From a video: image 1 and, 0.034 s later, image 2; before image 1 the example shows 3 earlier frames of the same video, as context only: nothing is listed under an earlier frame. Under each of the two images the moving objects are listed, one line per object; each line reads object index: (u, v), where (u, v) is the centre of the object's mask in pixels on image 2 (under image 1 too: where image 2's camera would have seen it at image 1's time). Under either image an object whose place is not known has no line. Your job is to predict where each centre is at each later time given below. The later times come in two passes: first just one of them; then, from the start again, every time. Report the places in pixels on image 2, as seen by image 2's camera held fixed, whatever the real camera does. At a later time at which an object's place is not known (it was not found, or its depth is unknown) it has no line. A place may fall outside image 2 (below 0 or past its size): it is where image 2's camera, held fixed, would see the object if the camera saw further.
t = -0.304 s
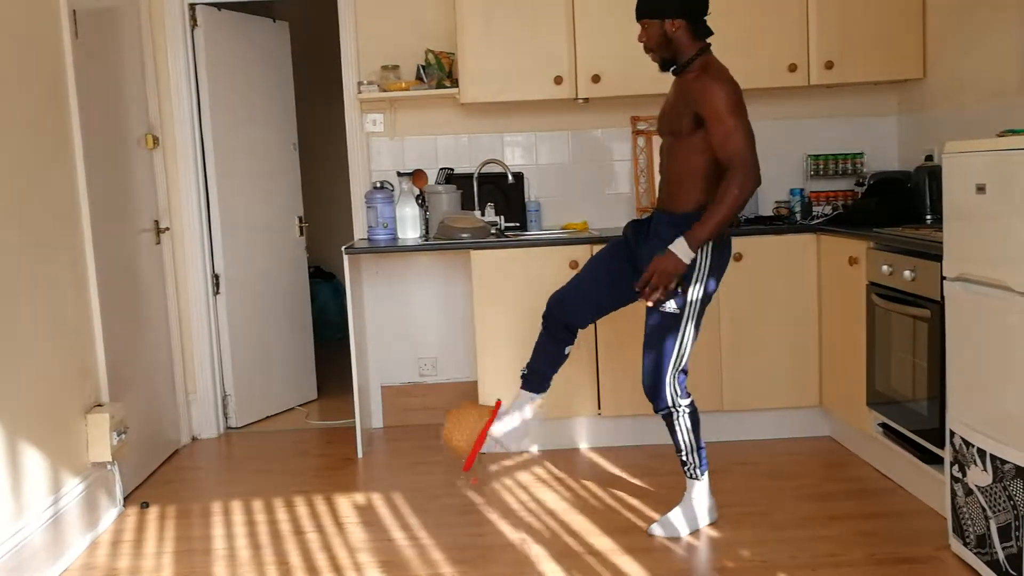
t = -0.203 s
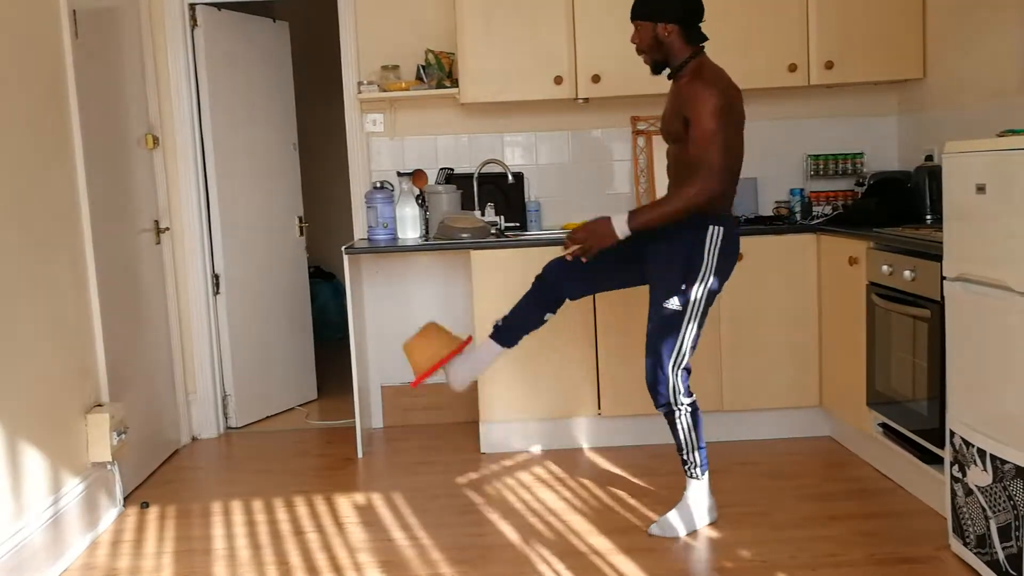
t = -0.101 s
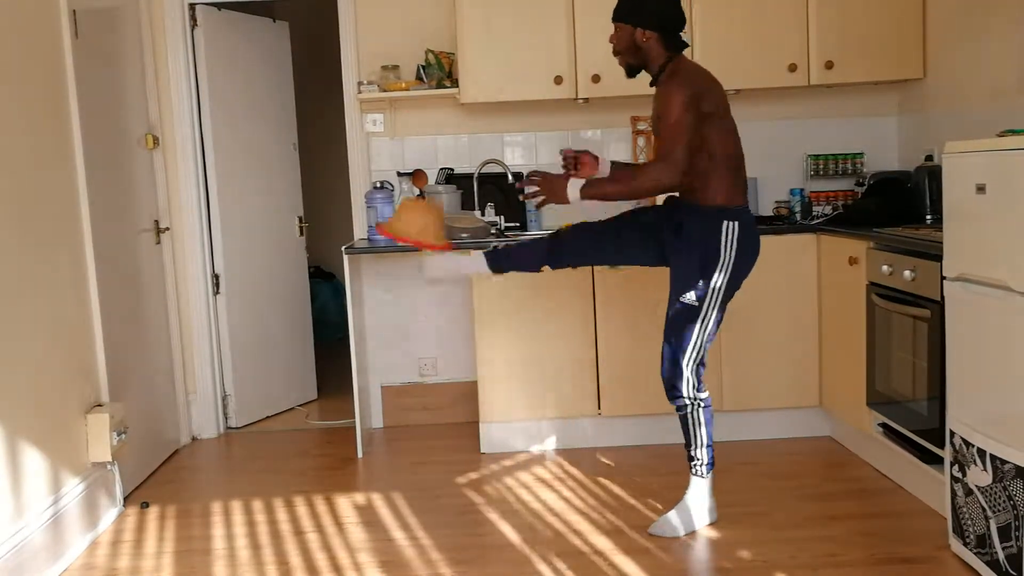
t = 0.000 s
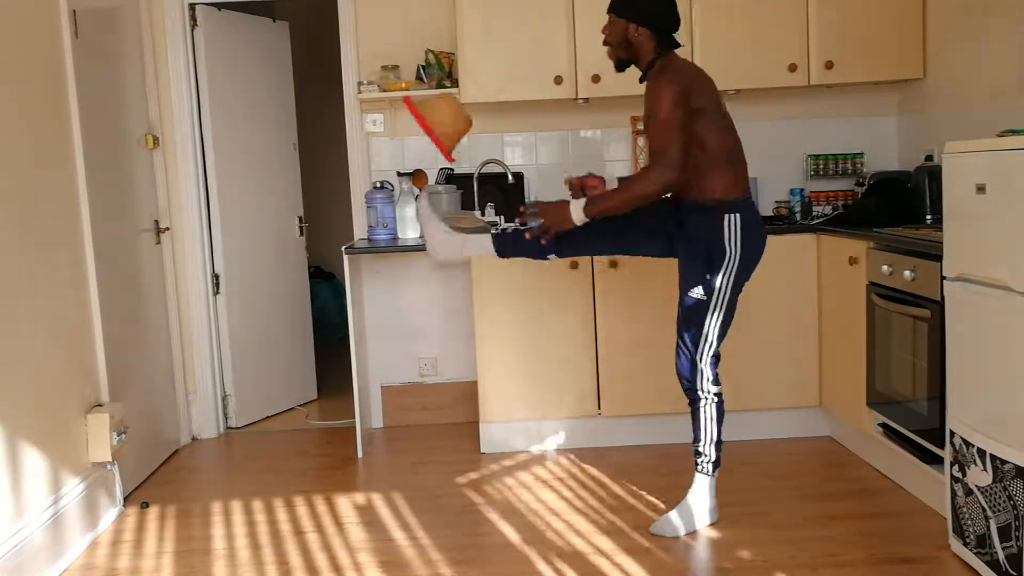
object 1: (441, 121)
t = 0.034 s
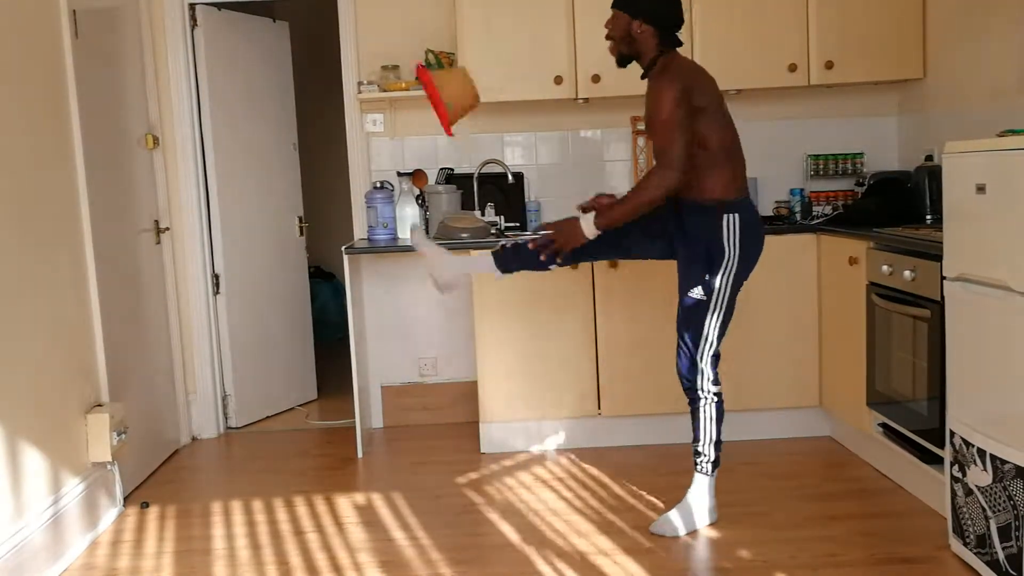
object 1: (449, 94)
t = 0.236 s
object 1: (501, 13)
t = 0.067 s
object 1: (457, 70)
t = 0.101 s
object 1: (465, 49)
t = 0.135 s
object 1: (474, 33)
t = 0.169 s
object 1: (483, 24)
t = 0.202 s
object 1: (491, 17)
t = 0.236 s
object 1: (501, 13)
